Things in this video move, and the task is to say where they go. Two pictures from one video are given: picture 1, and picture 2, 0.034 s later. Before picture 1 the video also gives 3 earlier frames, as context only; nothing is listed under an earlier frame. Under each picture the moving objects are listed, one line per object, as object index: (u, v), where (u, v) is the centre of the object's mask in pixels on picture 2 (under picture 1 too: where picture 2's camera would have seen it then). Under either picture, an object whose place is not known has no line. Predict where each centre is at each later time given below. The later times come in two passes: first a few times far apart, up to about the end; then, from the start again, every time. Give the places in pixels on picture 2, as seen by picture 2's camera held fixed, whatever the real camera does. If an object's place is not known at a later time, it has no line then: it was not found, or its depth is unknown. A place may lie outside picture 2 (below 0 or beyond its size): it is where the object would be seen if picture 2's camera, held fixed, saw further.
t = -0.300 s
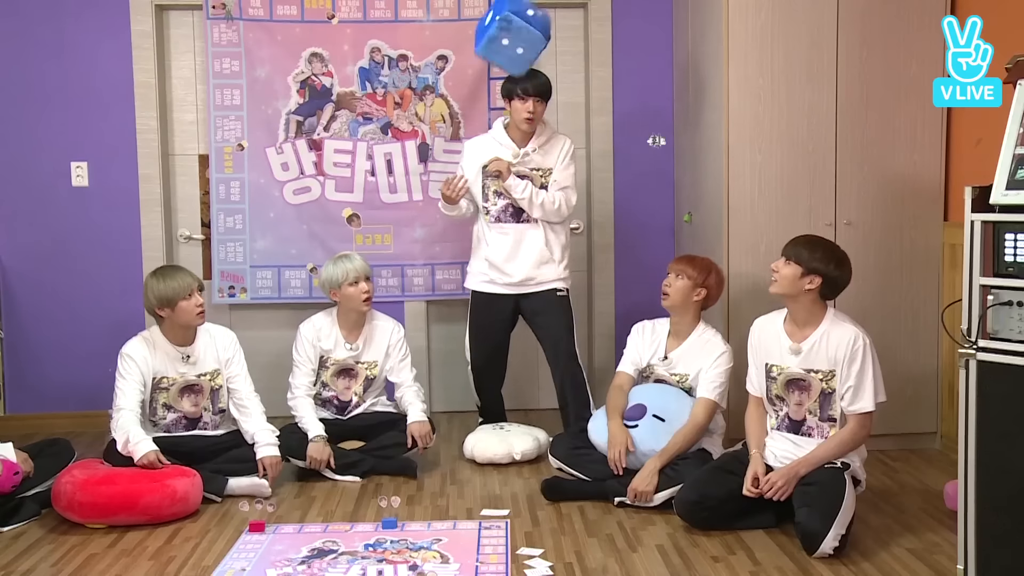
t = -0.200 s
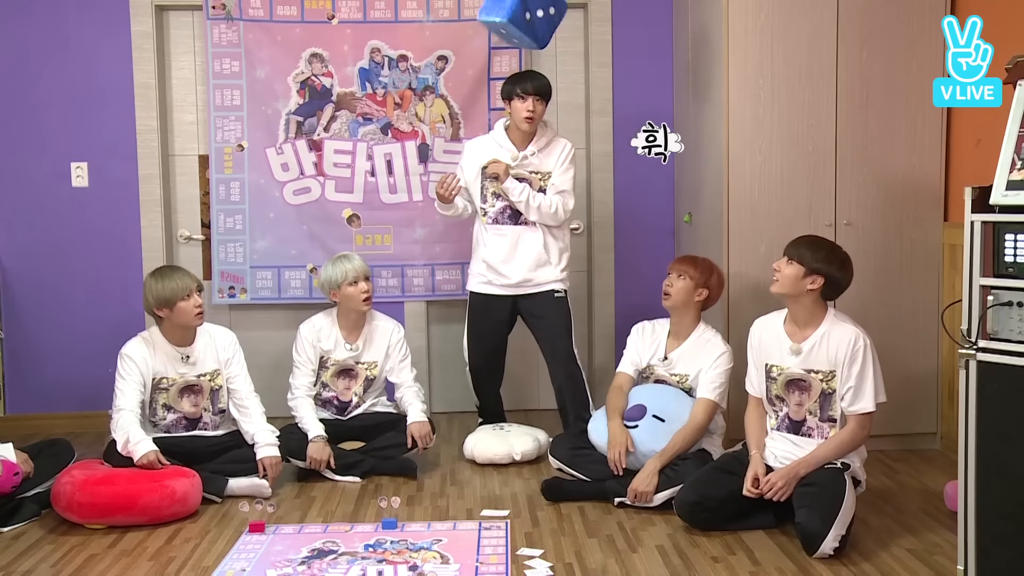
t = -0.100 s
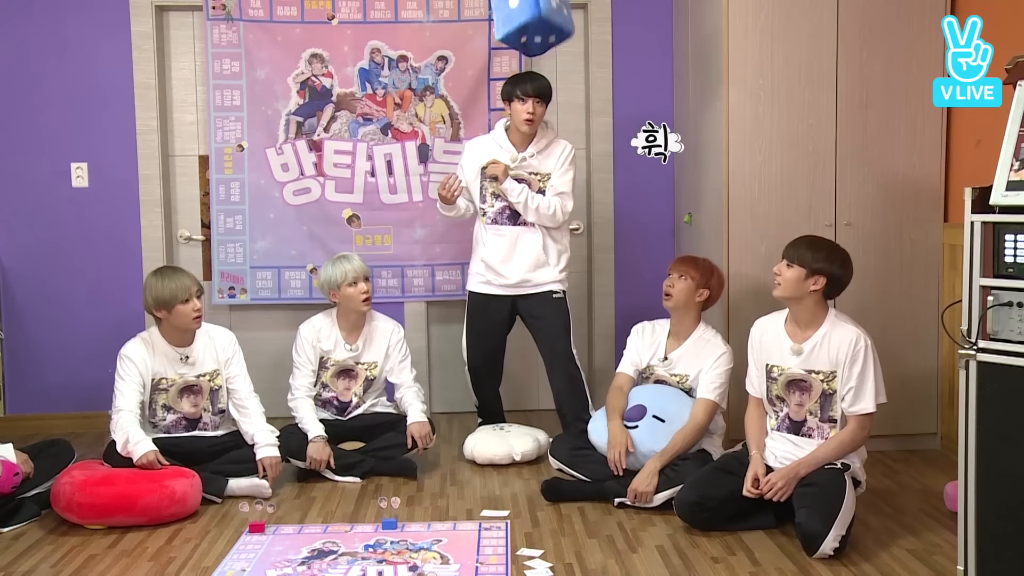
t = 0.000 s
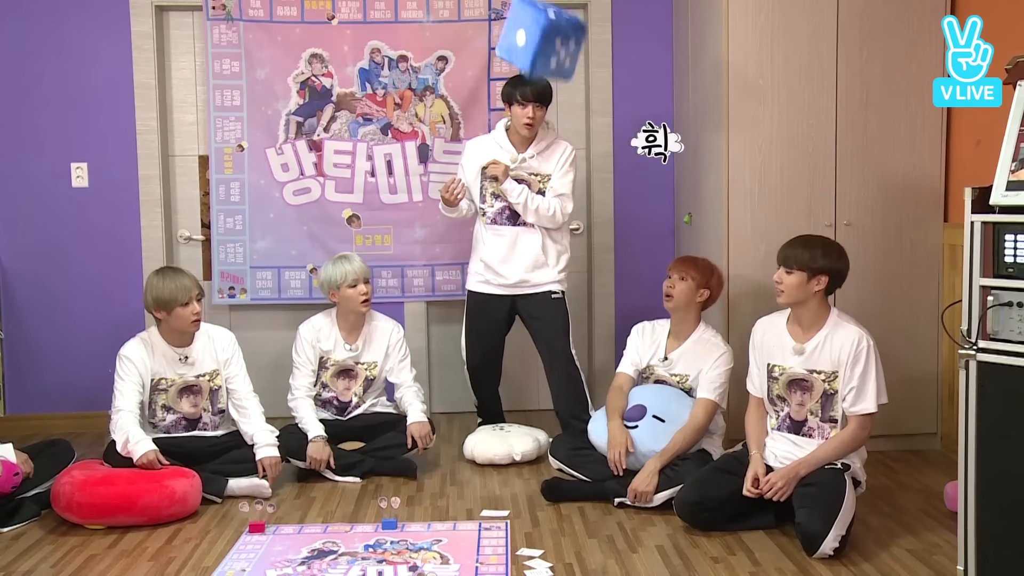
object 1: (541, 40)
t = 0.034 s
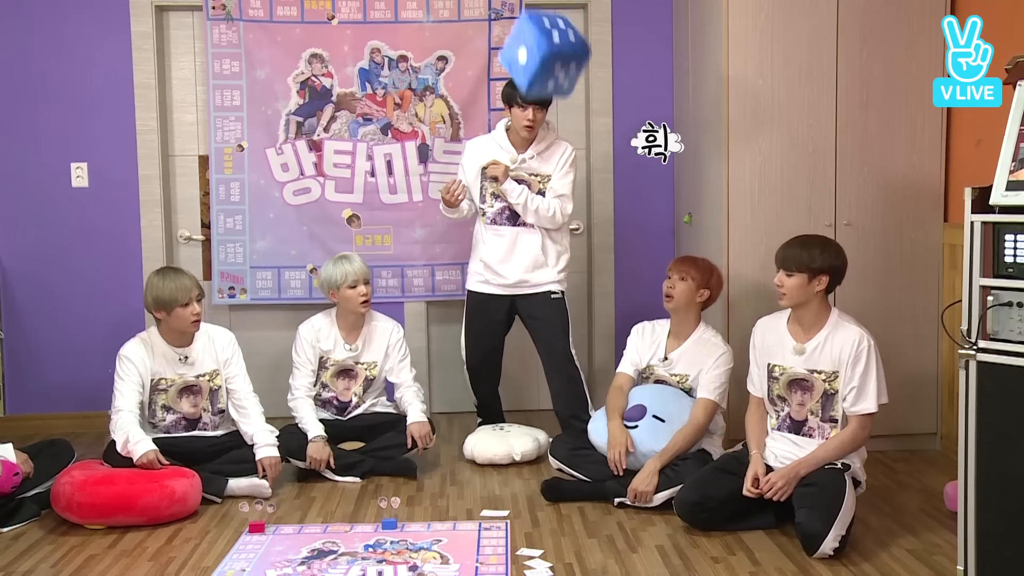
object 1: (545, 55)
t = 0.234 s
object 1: (565, 203)
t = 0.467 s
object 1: (573, 484)
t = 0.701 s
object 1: (538, 502)
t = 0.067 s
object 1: (549, 71)
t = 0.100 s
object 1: (552, 92)
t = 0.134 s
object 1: (555, 116)
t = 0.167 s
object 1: (558, 141)
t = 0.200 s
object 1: (562, 171)
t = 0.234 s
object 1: (565, 203)
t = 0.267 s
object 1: (569, 238)
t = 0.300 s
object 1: (570, 275)
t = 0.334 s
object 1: (570, 319)
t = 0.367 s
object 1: (572, 358)
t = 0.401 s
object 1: (572, 399)
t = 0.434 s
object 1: (572, 442)
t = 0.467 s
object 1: (573, 484)
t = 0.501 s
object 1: (573, 516)
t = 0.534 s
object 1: (568, 507)
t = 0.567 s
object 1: (562, 499)
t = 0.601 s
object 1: (557, 495)
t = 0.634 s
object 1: (550, 496)
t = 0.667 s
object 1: (544, 498)
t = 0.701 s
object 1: (538, 502)
